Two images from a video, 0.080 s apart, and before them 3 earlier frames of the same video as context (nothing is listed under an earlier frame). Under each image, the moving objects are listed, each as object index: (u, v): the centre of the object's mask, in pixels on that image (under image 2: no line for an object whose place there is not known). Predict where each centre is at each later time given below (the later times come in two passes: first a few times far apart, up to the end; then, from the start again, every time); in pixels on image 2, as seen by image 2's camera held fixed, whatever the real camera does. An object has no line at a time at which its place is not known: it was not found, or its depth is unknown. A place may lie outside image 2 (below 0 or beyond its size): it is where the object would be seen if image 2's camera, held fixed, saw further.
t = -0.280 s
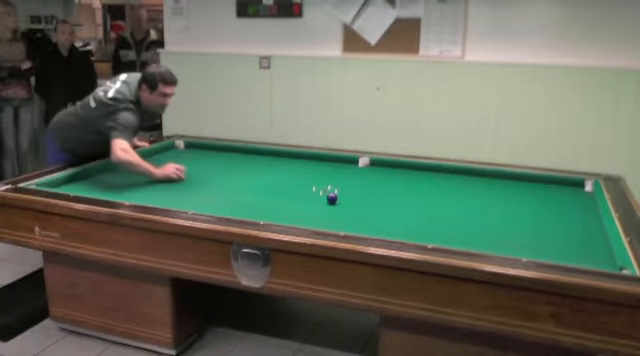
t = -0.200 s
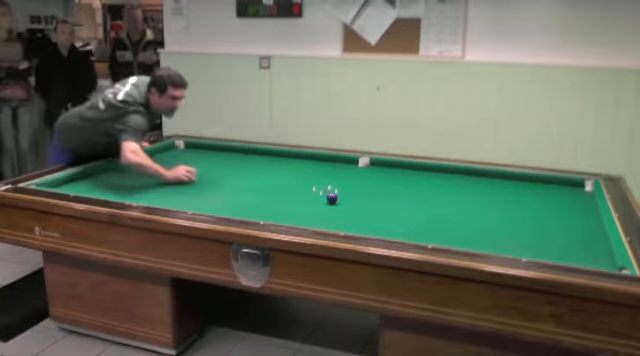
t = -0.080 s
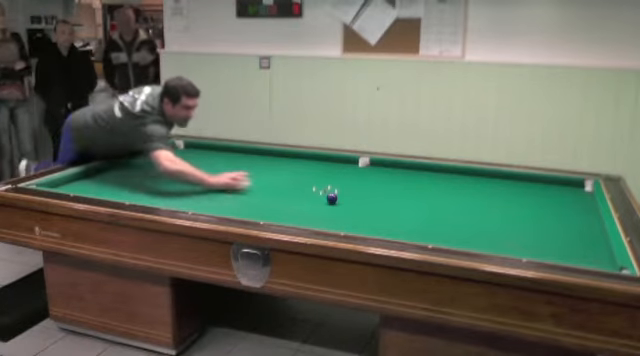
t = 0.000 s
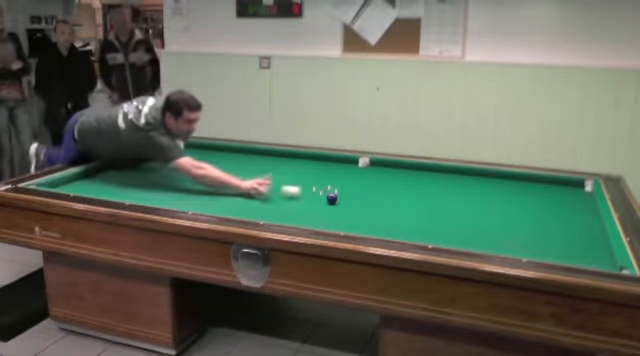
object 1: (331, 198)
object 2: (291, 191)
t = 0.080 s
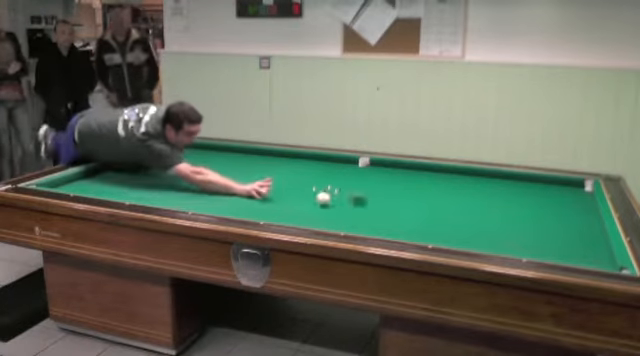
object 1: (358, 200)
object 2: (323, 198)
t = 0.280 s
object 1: (505, 209)
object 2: (341, 215)
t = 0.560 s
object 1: (520, 203)
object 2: (374, 231)
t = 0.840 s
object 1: (407, 186)
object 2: (417, 228)
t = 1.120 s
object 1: (320, 173)
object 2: (456, 225)
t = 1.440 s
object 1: (235, 162)
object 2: (496, 220)
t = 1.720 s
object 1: (174, 152)
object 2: (528, 217)
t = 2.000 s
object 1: (199, 153)
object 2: (557, 214)
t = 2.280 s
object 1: (240, 157)
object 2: (585, 211)
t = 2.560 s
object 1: (282, 159)
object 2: (581, 205)
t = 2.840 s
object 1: (324, 163)
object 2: (565, 199)
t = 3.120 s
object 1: (369, 166)
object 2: (551, 193)
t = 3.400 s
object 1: (411, 168)
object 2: (538, 188)
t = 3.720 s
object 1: (464, 173)
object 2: (525, 183)
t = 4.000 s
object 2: (514, 178)
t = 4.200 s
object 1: (526, 179)
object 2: (509, 179)
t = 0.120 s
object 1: (388, 202)
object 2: (326, 201)
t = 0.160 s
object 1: (418, 204)
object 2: (330, 205)
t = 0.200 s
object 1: (448, 206)
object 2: (334, 209)
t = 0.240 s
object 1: (476, 207)
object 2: (337, 212)
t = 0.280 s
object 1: (505, 209)
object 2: (341, 215)
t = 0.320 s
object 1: (534, 211)
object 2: (345, 218)
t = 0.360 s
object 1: (561, 213)
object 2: (350, 220)
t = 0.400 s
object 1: (587, 214)
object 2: (354, 223)
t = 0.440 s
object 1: (581, 213)
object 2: (358, 225)
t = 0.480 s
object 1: (560, 209)
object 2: (363, 228)
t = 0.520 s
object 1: (540, 205)
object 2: (368, 230)
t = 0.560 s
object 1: (520, 203)
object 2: (374, 231)
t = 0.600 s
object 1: (503, 200)
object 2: (381, 230)
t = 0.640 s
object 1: (485, 197)
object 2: (387, 230)
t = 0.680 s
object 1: (468, 195)
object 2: (393, 229)
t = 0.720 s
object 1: (452, 192)
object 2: (400, 229)
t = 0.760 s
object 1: (437, 190)
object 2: (406, 229)
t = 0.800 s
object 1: (422, 188)
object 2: (411, 229)
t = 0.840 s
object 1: (407, 186)
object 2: (417, 228)
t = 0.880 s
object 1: (394, 184)
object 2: (423, 228)
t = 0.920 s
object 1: (381, 182)
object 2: (428, 227)
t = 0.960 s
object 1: (368, 181)
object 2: (434, 227)
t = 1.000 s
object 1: (356, 178)
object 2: (439, 226)
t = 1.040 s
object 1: (344, 177)
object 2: (445, 226)
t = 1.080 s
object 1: (332, 175)
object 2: (450, 225)
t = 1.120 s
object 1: (320, 173)
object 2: (456, 225)
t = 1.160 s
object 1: (309, 172)
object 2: (461, 224)
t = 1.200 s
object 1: (297, 170)
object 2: (466, 224)
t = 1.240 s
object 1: (287, 169)
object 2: (471, 223)
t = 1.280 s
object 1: (276, 167)
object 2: (477, 223)
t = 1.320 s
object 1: (265, 166)
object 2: (482, 222)
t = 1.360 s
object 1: (254, 165)
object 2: (486, 222)
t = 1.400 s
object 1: (244, 163)
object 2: (491, 221)
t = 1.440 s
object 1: (235, 162)
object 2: (496, 220)
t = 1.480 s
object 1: (225, 160)
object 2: (501, 220)
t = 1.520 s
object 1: (216, 159)
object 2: (505, 220)
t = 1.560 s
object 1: (207, 158)
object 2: (510, 219)
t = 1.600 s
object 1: (197, 157)
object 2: (515, 218)
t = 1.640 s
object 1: (189, 155)
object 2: (519, 218)
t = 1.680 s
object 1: (181, 153)
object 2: (524, 217)
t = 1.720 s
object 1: (174, 152)
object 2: (528, 217)
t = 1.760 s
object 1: (166, 149)
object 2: (533, 217)
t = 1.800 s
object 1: (166, 149)
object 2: (537, 216)
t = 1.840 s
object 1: (172, 150)
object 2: (541, 215)
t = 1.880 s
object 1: (179, 152)
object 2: (545, 215)
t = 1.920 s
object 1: (187, 152)
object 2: (549, 214)
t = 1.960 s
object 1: (193, 153)
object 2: (554, 214)
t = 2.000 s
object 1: (199, 153)
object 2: (557, 214)
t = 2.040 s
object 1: (205, 154)
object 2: (562, 213)
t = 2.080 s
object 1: (211, 154)
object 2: (565, 213)
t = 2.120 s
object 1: (217, 155)
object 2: (569, 212)
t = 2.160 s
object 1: (222, 155)
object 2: (573, 212)
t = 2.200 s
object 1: (229, 155)
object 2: (577, 211)
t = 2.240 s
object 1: (234, 156)
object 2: (581, 211)
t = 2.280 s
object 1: (240, 157)
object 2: (585, 211)
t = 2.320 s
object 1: (246, 157)
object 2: (588, 210)
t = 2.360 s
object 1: (252, 158)
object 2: (591, 210)
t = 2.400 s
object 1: (258, 158)
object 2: (590, 209)
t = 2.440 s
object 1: (264, 158)
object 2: (588, 208)
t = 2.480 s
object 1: (270, 158)
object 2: (585, 207)
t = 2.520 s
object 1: (276, 159)
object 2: (583, 206)
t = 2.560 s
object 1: (282, 159)
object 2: (581, 205)
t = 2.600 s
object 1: (288, 160)
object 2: (578, 204)
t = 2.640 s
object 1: (294, 160)
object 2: (576, 203)
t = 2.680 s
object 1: (300, 161)
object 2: (573, 202)
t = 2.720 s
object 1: (306, 161)
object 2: (572, 201)
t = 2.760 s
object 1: (312, 162)
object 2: (569, 200)
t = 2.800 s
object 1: (318, 162)
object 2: (567, 199)
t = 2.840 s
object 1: (324, 163)
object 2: (565, 199)
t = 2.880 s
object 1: (331, 163)
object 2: (563, 198)
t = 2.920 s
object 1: (337, 164)
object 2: (561, 197)
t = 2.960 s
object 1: (344, 164)
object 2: (559, 196)
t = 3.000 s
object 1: (350, 165)
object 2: (557, 195)
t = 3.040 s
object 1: (356, 165)
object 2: (555, 195)
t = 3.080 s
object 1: (362, 165)
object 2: (553, 194)
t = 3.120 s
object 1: (369, 166)
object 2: (551, 193)
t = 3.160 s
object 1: (373, 165)
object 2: (549, 192)
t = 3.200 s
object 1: (380, 165)
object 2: (547, 191)
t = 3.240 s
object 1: (388, 166)
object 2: (545, 191)
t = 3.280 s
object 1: (394, 167)
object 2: (544, 190)
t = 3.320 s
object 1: (400, 168)
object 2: (542, 189)
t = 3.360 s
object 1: (407, 168)
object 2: (540, 189)
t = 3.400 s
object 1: (411, 168)
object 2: (538, 188)
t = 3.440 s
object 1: (417, 169)
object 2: (537, 187)
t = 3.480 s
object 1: (423, 169)
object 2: (535, 187)
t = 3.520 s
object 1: (431, 169)
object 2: (533, 186)
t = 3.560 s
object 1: (438, 170)
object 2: (531, 185)
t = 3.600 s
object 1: (444, 171)
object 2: (530, 185)
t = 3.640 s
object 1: (450, 172)
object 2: (528, 184)
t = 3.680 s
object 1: (457, 172)
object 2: (526, 183)
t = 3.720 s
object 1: (464, 173)
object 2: (525, 183)
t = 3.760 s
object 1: (470, 173)
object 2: (523, 182)
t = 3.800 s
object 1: (476, 174)
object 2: (521, 182)
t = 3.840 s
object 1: (481, 174)
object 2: (520, 181)
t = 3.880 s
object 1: (488, 175)
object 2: (518, 180)
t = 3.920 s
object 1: (494, 175)
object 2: (517, 180)
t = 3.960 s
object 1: (500, 175)
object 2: (515, 179)
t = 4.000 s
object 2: (514, 178)
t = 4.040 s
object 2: (512, 178)
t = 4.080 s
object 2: (512, 179)
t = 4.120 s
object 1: (522, 178)
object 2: (511, 179)
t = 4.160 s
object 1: (523, 178)
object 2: (510, 179)
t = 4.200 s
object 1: (526, 179)
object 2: (509, 179)
